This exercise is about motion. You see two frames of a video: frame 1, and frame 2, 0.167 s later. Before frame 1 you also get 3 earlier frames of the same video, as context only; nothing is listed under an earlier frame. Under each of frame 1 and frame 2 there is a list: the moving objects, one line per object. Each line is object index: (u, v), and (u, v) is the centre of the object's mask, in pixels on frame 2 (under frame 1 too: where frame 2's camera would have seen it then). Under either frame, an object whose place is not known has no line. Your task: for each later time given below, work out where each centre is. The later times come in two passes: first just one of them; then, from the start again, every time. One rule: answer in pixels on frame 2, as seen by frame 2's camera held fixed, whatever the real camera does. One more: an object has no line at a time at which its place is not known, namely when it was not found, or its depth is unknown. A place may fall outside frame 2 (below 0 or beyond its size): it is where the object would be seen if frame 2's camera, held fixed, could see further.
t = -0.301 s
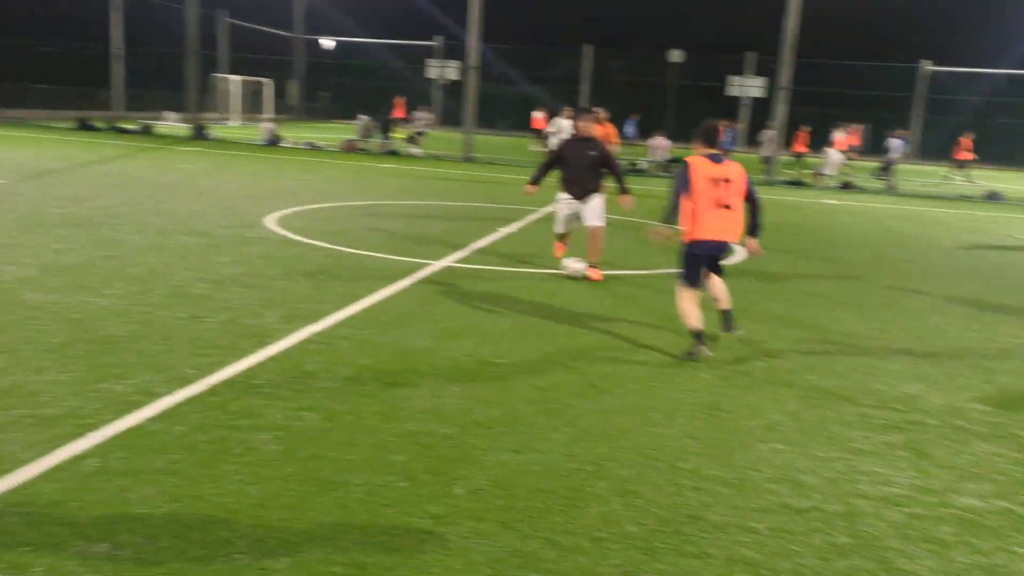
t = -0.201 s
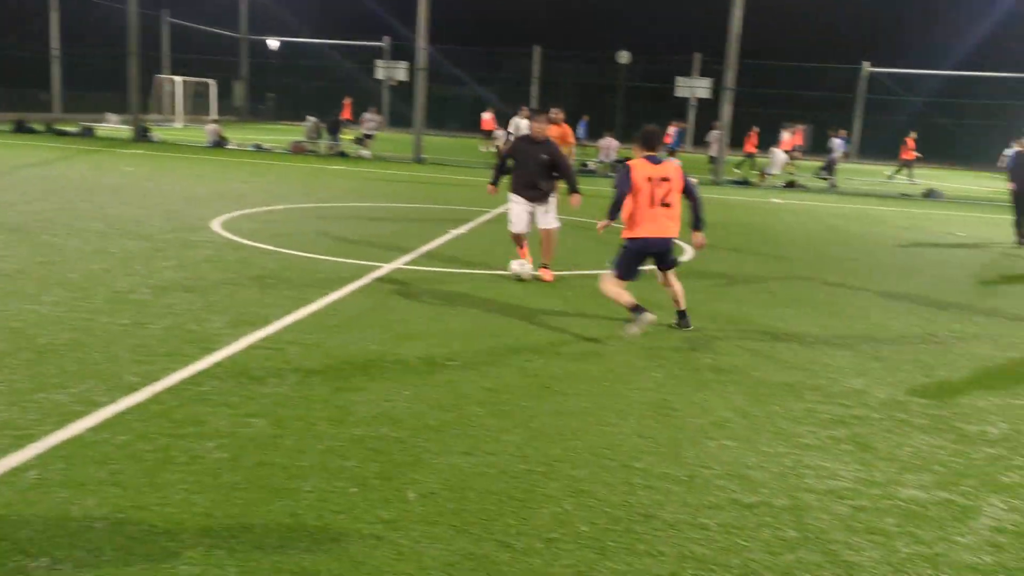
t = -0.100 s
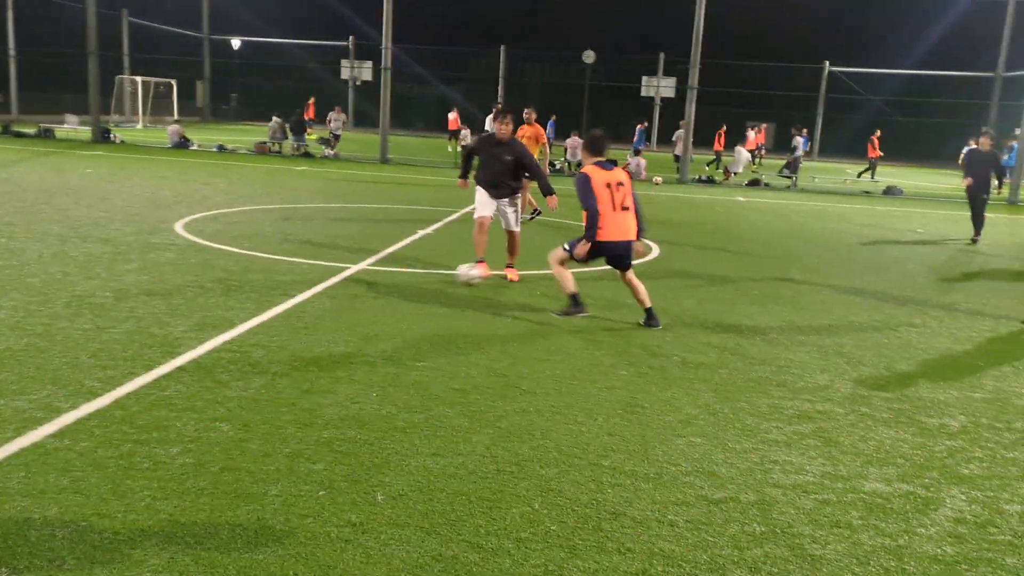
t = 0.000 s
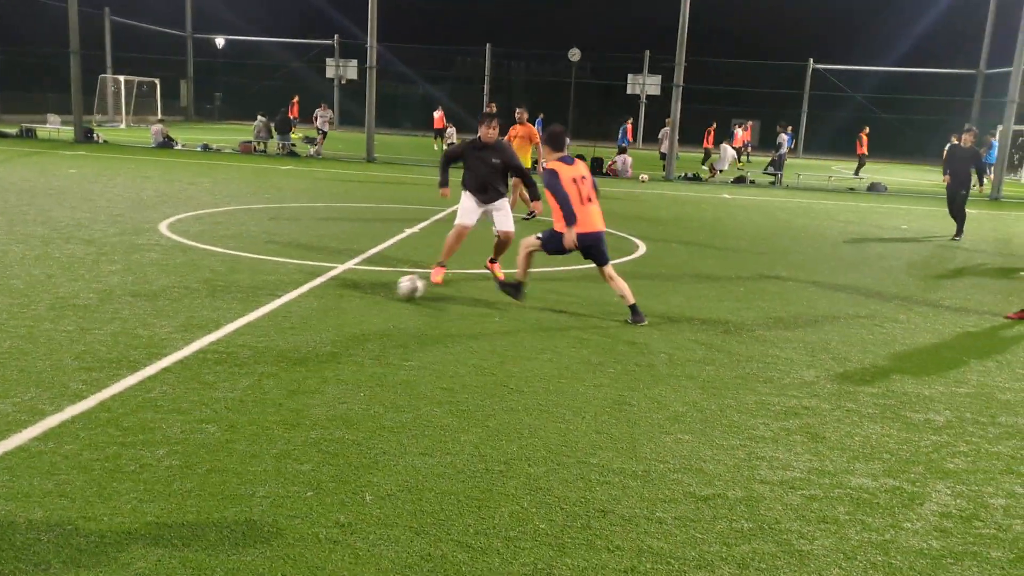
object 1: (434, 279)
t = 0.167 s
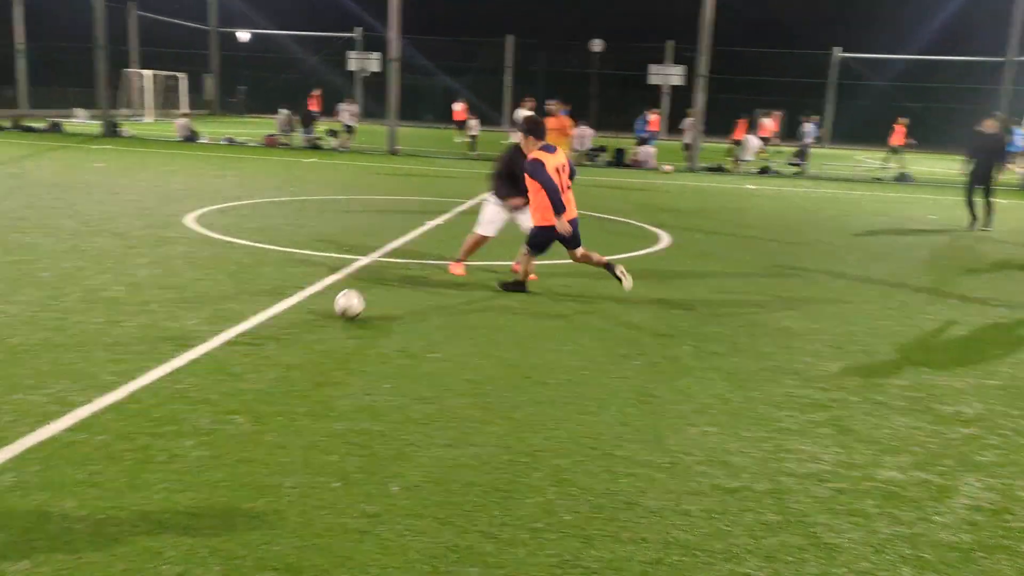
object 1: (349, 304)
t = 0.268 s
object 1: (292, 321)
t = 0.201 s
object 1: (331, 310)
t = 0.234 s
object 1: (312, 315)
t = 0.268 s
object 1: (292, 321)
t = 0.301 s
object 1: (272, 329)
